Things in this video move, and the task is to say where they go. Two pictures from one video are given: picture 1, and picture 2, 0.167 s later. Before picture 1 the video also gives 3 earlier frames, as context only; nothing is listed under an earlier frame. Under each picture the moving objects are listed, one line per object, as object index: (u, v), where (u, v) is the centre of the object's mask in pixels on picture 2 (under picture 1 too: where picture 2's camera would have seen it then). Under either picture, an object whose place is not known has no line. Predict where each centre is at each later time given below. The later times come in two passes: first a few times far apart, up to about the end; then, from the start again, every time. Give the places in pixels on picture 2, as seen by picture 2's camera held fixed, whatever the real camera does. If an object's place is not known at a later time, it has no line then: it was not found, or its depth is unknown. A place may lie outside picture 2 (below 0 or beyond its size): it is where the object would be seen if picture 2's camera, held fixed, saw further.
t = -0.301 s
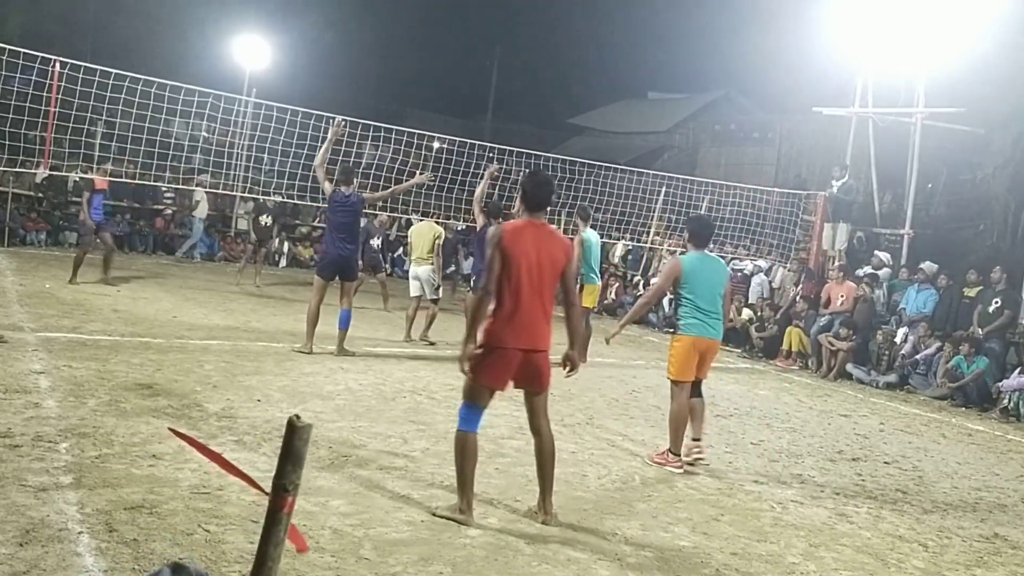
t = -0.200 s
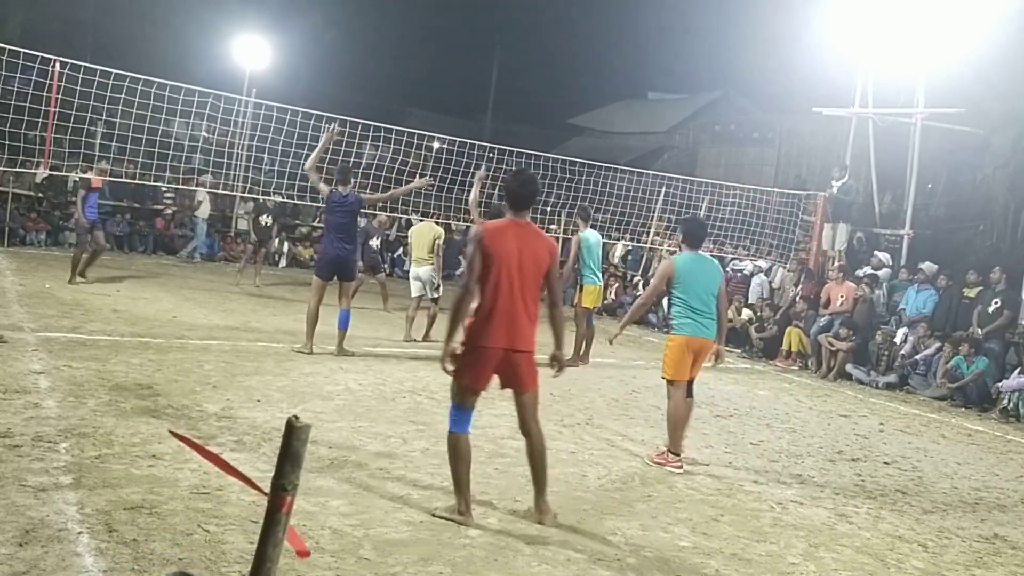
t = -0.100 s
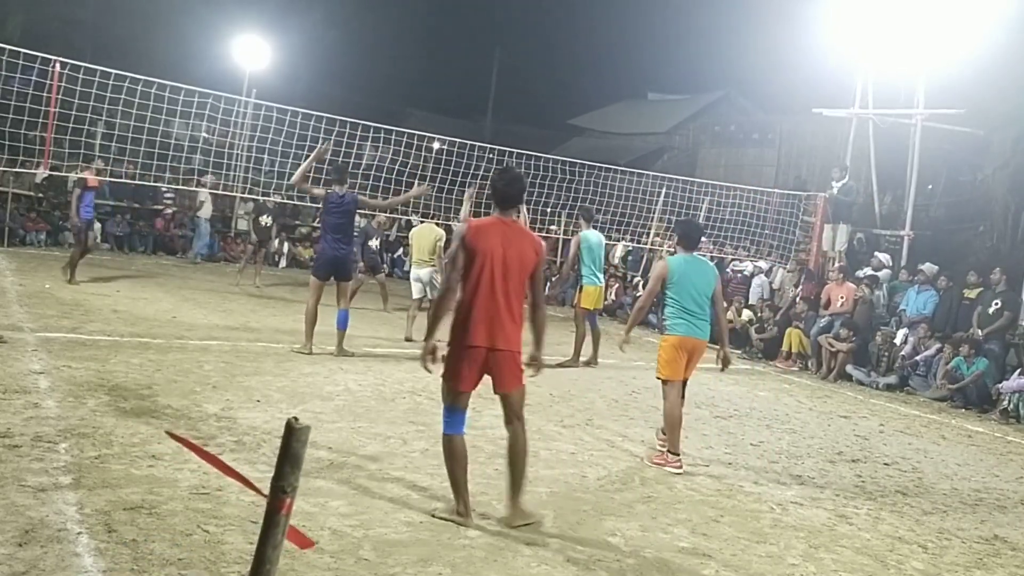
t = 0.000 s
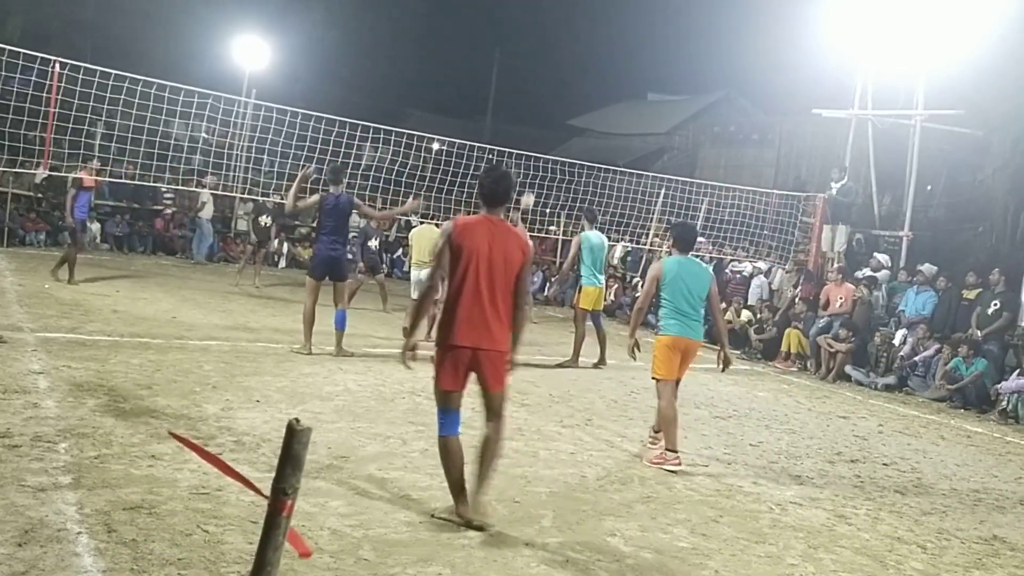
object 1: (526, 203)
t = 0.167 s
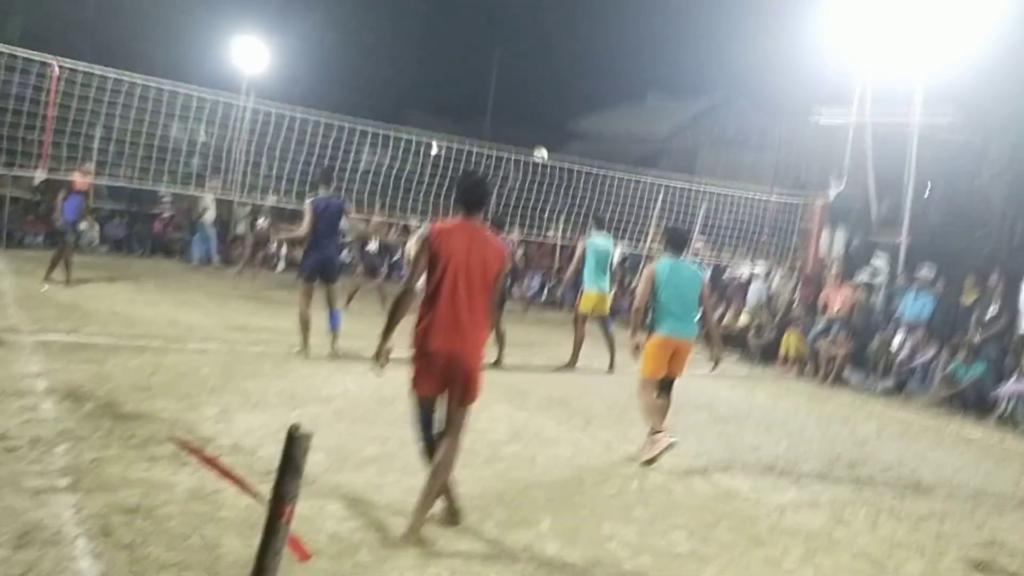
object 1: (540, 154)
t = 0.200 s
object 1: (543, 147)
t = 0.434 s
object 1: (561, 111)
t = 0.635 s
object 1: (572, 109)
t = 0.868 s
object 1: (581, 142)
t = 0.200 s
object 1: (543, 147)
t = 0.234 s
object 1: (546, 140)
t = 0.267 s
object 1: (549, 133)
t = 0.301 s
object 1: (551, 127)
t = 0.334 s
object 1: (554, 122)
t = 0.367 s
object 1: (556, 118)
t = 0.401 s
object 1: (559, 114)
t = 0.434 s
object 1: (561, 111)
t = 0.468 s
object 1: (563, 109)
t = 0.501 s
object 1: (565, 107)
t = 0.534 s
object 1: (567, 106)
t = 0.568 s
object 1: (569, 106)
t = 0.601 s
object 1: (570, 107)
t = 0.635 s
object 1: (572, 109)
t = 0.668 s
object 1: (574, 111)
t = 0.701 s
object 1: (575, 114)
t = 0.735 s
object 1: (577, 118)
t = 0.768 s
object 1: (578, 123)
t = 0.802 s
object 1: (579, 129)
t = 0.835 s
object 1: (580, 135)
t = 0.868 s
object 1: (581, 142)
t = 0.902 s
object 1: (582, 150)
